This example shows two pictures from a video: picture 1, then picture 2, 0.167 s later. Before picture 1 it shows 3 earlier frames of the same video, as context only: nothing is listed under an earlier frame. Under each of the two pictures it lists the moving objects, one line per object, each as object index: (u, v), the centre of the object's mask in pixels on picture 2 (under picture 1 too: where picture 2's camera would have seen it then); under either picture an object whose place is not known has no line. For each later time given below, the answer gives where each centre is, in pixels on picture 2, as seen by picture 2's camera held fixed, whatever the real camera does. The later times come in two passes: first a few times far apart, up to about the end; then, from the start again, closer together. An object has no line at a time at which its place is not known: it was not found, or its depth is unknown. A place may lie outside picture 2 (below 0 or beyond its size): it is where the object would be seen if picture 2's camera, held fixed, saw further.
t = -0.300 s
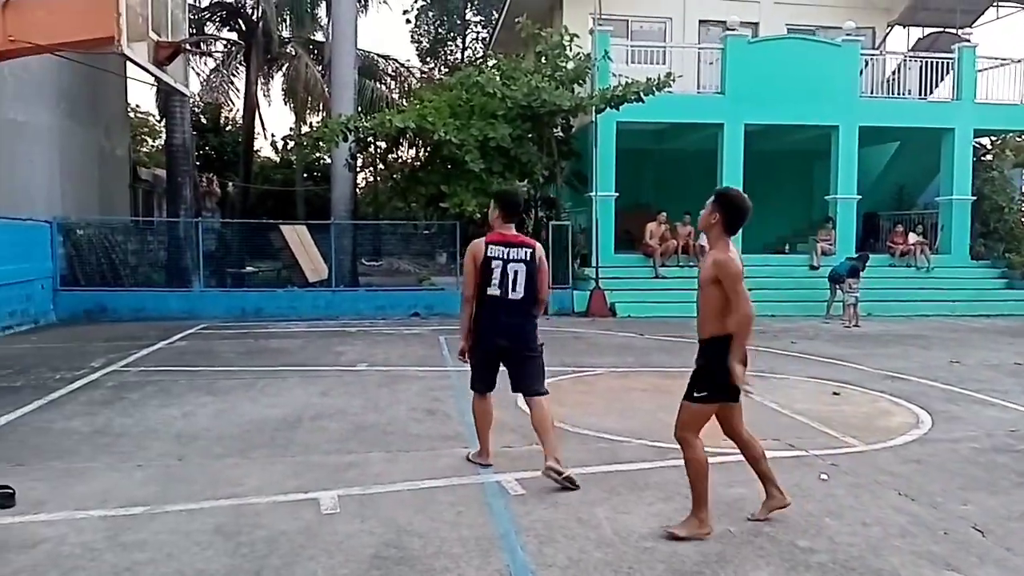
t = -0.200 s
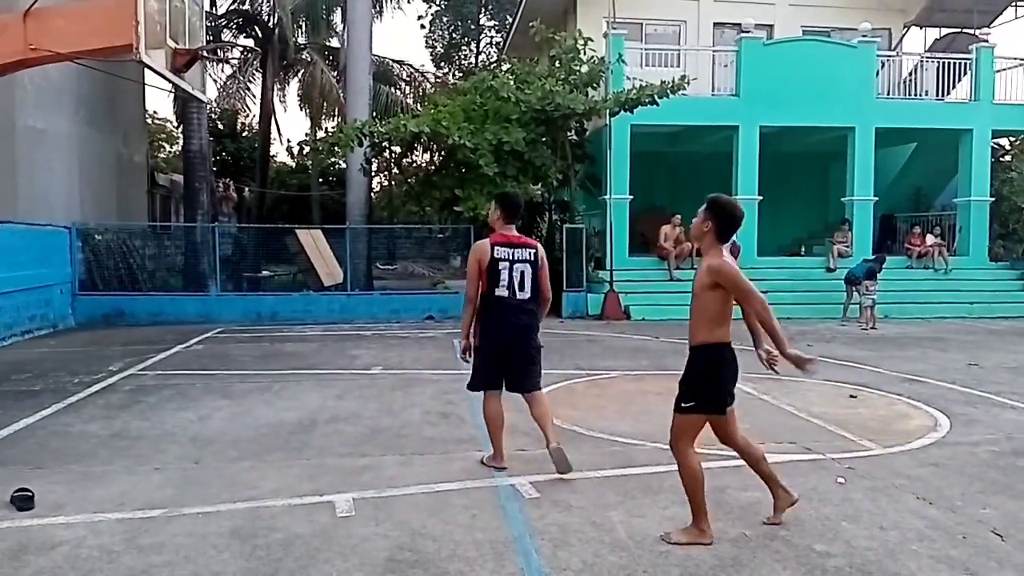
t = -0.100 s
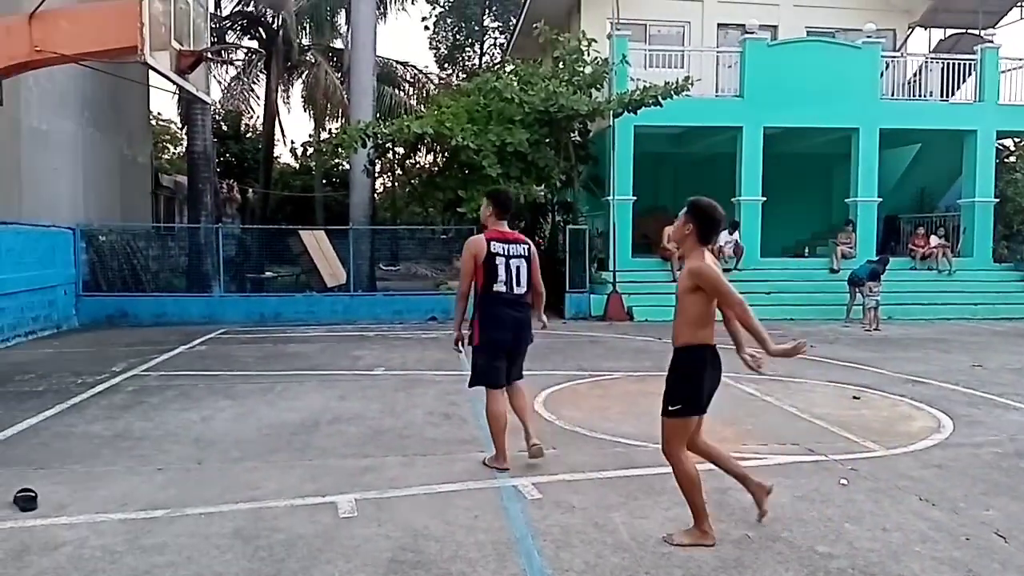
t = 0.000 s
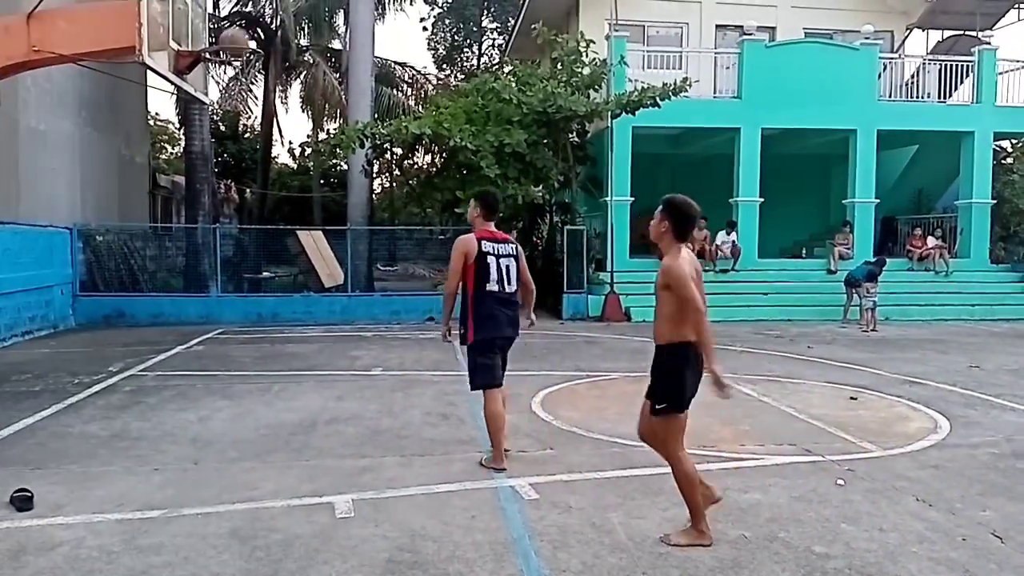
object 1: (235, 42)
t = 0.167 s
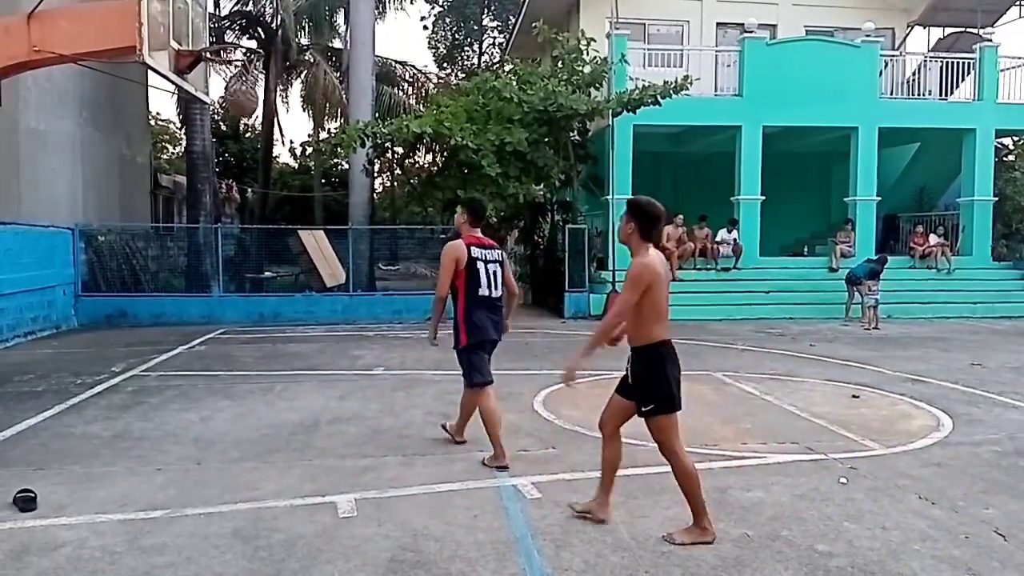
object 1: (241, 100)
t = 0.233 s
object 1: (244, 113)
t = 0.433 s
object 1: (256, 184)
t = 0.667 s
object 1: (270, 332)
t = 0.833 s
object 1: (276, 377)
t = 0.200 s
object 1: (243, 107)
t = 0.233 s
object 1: (244, 113)
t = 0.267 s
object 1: (247, 123)
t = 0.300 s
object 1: (249, 131)
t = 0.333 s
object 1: (251, 142)
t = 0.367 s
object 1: (252, 155)
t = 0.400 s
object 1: (254, 168)
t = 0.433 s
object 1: (256, 184)
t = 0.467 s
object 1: (258, 200)
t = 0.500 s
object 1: (260, 218)
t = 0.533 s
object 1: (261, 238)
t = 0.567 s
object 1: (263, 259)
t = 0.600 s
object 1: (265, 281)
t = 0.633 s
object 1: (268, 306)
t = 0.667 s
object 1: (270, 332)
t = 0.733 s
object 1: (272, 391)
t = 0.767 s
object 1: (274, 419)
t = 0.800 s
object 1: (275, 398)
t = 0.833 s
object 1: (276, 377)
